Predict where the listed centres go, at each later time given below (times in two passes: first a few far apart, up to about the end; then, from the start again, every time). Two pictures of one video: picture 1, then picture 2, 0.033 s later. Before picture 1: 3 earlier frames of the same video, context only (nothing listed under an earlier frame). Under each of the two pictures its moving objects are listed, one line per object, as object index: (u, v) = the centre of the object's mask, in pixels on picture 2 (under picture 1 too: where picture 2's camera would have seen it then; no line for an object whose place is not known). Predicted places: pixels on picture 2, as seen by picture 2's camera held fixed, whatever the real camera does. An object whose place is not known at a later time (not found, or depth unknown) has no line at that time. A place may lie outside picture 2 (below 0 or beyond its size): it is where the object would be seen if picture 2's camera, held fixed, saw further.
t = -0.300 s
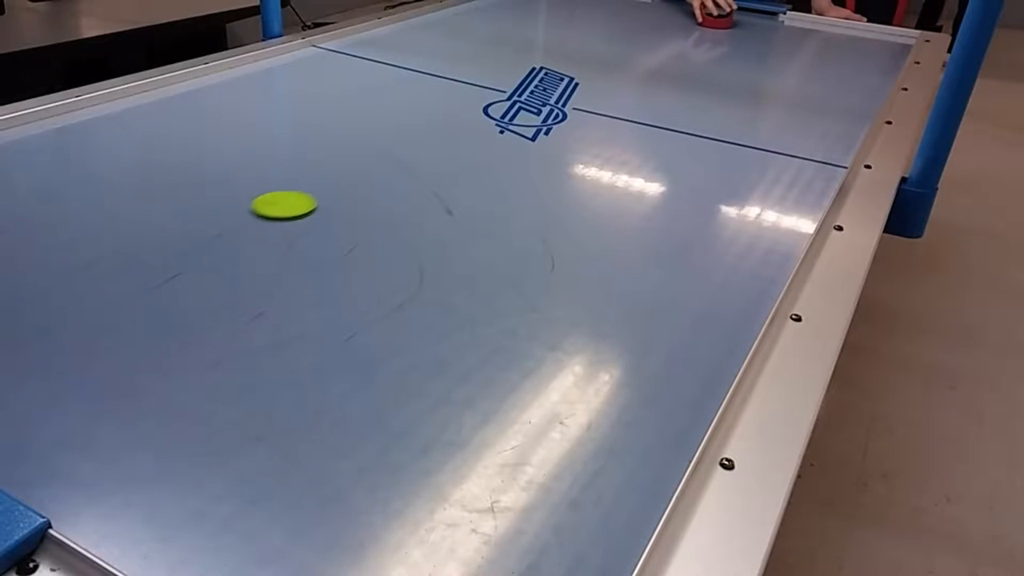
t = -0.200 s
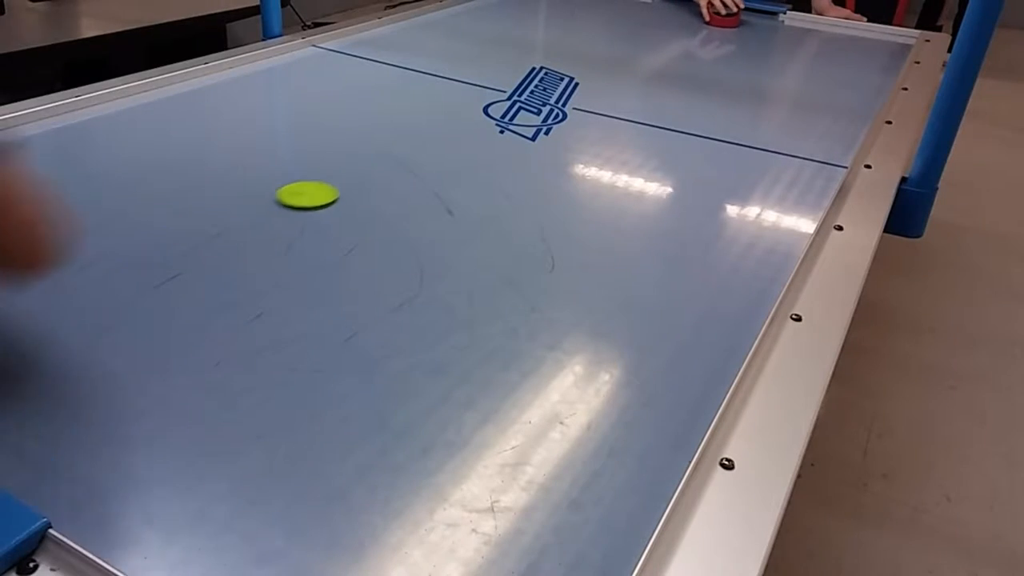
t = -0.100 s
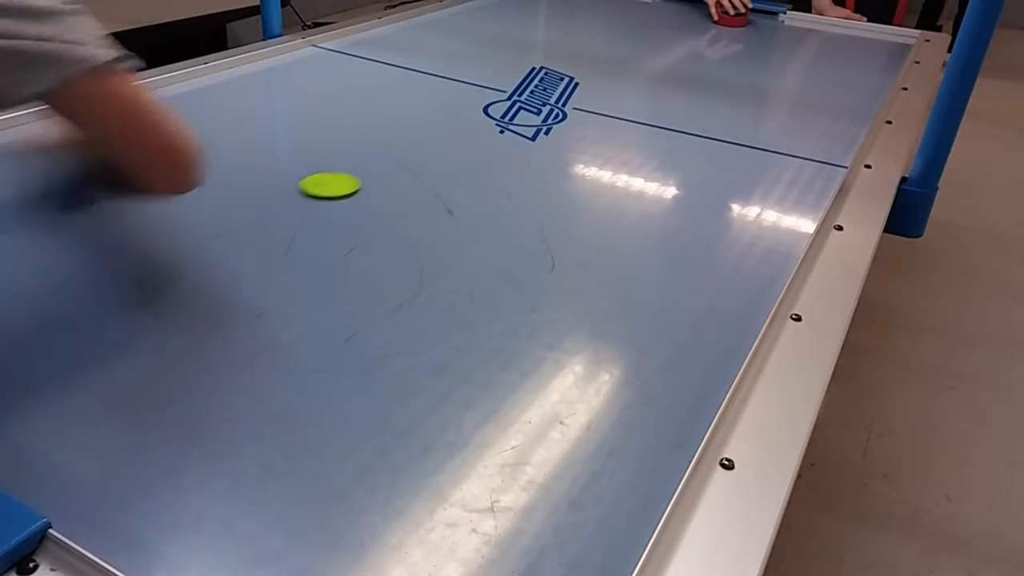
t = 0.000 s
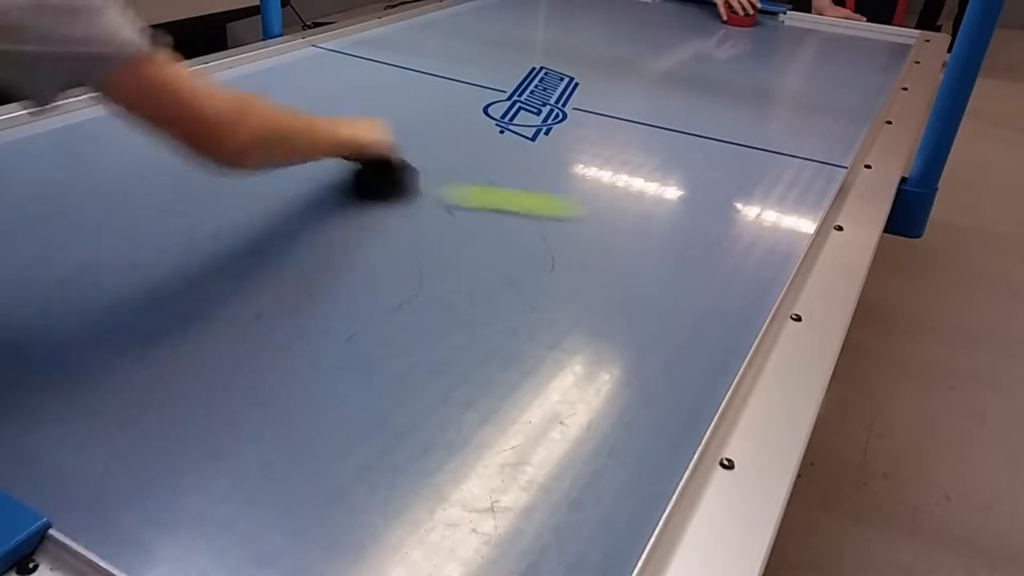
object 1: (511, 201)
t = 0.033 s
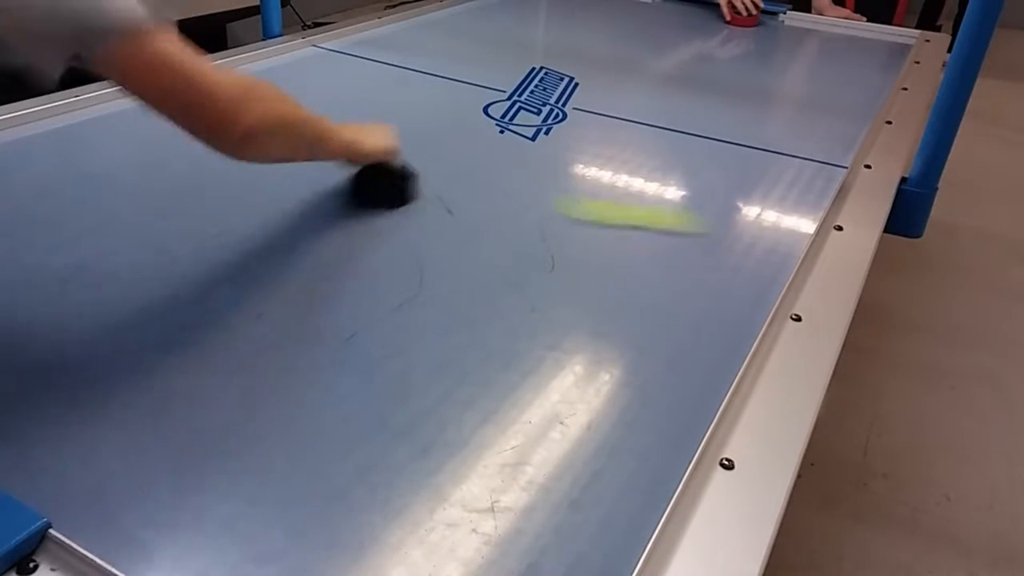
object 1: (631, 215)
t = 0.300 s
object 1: (394, 84)
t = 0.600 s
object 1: (600, 108)
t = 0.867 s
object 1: (689, 115)
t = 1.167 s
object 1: (426, 45)
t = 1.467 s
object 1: (525, 63)
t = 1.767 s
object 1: (761, 109)
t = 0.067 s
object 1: (738, 227)
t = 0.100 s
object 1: (719, 210)
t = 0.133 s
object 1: (653, 185)
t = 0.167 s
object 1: (580, 157)
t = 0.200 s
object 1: (532, 139)
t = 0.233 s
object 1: (480, 119)
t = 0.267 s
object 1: (435, 101)
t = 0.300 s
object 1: (394, 84)
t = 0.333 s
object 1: (357, 69)
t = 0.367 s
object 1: (322, 55)
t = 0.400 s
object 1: (343, 58)
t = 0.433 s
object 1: (381, 66)
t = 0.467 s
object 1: (422, 74)
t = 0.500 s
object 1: (466, 82)
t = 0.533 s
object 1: (510, 91)
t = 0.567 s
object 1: (555, 99)
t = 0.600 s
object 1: (600, 108)
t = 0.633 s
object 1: (652, 117)
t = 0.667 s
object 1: (703, 127)
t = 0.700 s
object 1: (756, 137)
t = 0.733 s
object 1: (810, 146)
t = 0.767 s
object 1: (804, 143)
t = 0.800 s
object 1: (763, 133)
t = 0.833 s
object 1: (725, 124)
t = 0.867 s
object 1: (689, 115)
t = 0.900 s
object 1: (654, 106)
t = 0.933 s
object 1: (620, 98)
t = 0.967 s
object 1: (591, 90)
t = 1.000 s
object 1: (560, 81)
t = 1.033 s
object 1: (529, 73)
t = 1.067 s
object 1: (502, 66)
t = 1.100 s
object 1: (476, 59)
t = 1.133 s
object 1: (450, 52)
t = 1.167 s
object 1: (426, 45)
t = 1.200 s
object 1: (403, 39)
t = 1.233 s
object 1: (385, 33)
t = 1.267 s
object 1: (399, 37)
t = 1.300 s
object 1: (418, 41)
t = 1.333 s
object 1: (439, 45)
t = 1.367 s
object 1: (460, 50)
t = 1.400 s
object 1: (482, 54)
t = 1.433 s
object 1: (504, 59)
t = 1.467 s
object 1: (525, 63)
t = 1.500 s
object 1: (551, 68)
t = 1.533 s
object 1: (575, 73)
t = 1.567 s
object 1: (599, 78)
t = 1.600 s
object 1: (624, 83)
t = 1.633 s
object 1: (650, 88)
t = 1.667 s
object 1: (676, 93)
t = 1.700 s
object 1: (703, 98)
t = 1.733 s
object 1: (733, 104)
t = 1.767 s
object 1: (761, 109)
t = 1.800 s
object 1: (790, 114)
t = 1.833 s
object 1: (821, 119)
